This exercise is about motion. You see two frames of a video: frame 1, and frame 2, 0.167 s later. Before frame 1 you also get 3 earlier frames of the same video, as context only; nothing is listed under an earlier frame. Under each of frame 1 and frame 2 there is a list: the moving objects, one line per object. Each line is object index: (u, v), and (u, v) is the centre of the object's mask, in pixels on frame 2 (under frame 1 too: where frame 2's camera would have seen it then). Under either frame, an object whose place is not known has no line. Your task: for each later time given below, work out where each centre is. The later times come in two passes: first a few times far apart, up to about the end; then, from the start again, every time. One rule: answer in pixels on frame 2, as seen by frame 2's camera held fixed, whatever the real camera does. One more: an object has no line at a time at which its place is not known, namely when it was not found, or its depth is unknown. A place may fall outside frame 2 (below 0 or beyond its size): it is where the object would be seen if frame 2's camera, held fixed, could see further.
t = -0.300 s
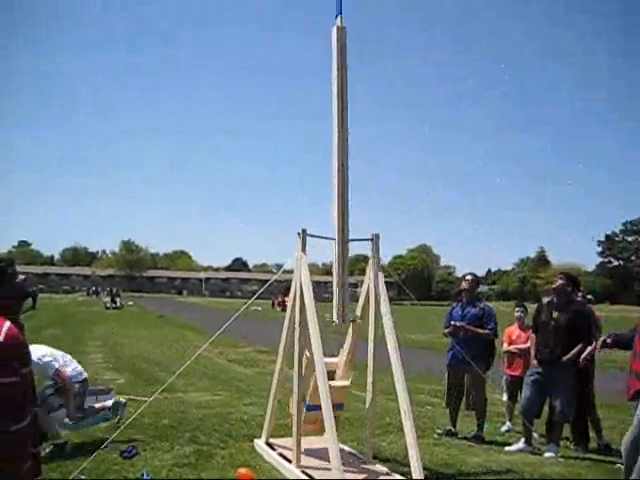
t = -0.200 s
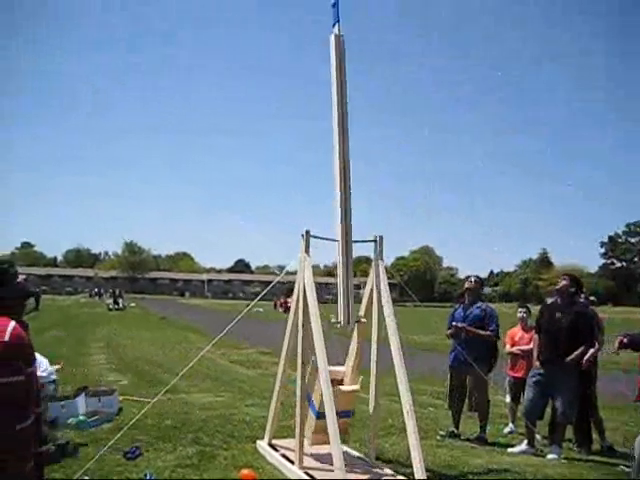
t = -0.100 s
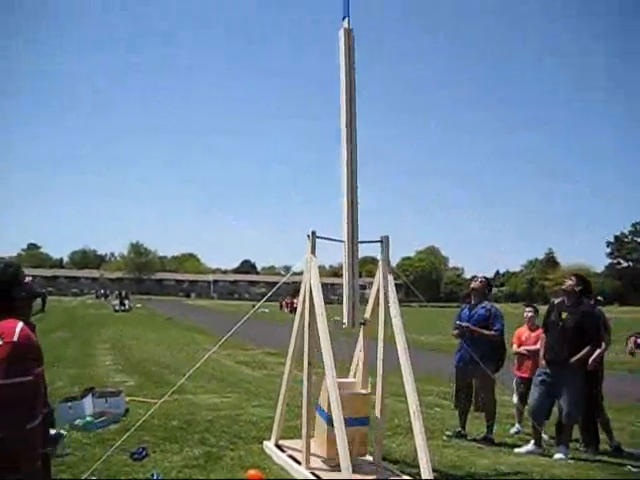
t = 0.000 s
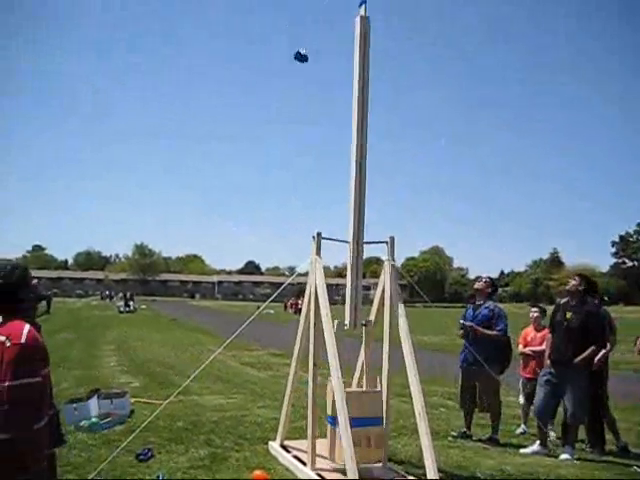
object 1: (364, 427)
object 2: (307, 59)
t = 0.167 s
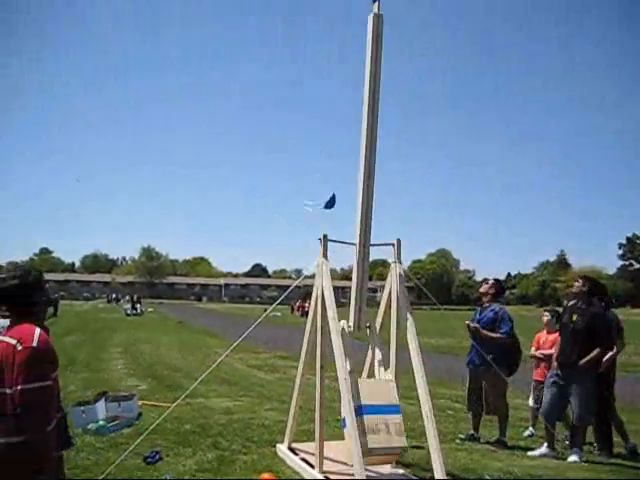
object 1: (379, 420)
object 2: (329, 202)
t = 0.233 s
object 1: (381, 419)
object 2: (348, 239)
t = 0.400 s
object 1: (385, 421)
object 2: (379, 241)
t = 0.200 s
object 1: (380, 419)
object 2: (339, 223)
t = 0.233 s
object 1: (381, 419)
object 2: (348, 239)
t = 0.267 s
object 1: (382, 419)
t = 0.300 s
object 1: (382, 419)
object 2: (373, 247)
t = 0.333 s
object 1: (383, 420)
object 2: (378, 246)
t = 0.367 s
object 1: (384, 420)
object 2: (381, 246)
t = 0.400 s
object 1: (385, 421)
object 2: (379, 241)
